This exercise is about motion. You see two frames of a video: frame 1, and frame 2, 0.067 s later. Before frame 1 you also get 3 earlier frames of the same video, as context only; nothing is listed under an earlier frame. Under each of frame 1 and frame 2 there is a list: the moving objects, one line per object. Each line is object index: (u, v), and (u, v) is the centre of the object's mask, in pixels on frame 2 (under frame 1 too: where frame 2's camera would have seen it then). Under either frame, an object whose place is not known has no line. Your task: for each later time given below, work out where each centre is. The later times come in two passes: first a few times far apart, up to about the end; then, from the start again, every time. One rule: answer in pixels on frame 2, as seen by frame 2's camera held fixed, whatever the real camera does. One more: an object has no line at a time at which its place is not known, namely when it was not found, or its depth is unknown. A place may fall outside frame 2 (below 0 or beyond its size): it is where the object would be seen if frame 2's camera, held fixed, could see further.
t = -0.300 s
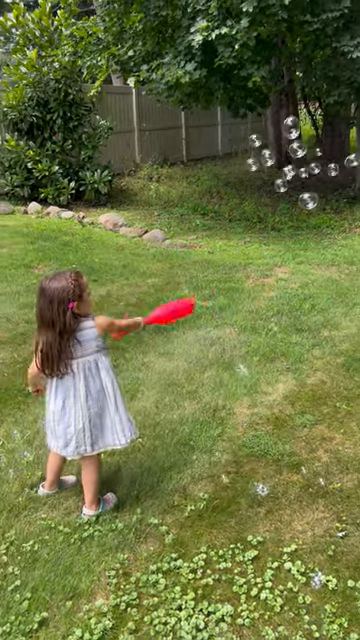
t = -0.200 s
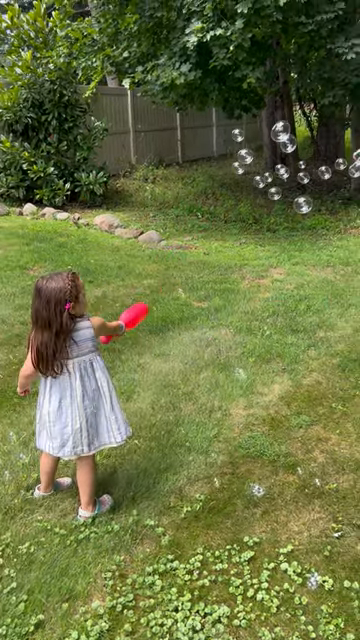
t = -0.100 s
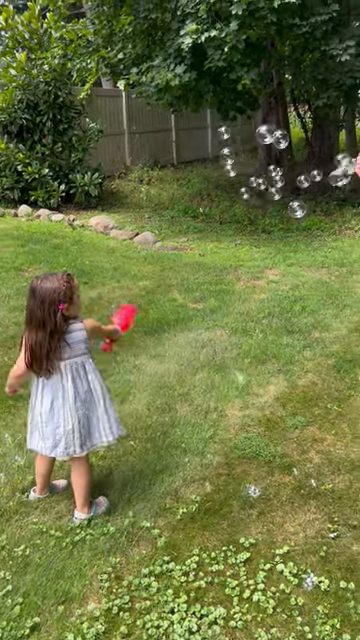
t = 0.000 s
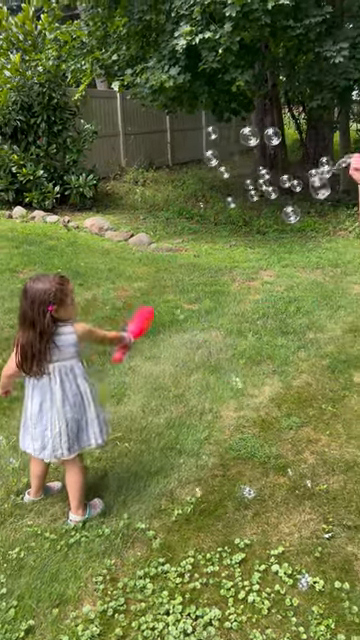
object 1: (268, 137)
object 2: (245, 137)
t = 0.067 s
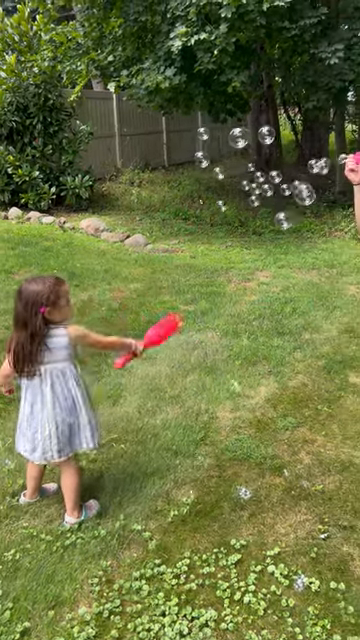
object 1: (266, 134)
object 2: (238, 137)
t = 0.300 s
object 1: (257, 132)
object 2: (216, 145)
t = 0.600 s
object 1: (243, 133)
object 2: (195, 168)
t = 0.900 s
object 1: (231, 145)
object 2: (185, 197)
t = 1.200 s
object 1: (227, 165)
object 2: (189, 206)
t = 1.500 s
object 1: (224, 194)
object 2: (186, 204)
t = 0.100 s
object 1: (265, 133)
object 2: (235, 138)
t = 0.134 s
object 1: (264, 133)
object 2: (232, 138)
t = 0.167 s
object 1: (263, 132)
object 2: (228, 139)
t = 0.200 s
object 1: (261, 132)
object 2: (225, 140)
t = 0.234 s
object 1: (260, 132)
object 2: (222, 142)
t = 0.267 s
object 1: (258, 131)
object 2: (219, 143)
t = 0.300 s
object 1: (257, 132)
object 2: (216, 145)
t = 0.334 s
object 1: (255, 132)
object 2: (213, 147)
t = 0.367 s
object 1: (254, 132)
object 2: (210, 150)
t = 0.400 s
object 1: (252, 132)
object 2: (207, 152)
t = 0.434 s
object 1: (250, 132)
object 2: (205, 154)
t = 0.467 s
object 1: (249, 132)
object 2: (203, 156)
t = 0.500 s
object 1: (247, 132)
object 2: (201, 159)
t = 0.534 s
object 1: (246, 132)
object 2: (199, 161)
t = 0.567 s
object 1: (245, 133)
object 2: (196, 164)
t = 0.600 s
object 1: (243, 133)
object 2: (195, 168)
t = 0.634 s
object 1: (242, 134)
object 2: (194, 170)
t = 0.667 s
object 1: (241, 135)
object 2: (193, 173)
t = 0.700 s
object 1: (240, 136)
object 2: (191, 177)
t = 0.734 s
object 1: (238, 137)
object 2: (190, 179)
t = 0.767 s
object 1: (237, 138)
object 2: (190, 181)
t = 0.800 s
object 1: (236, 140)
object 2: (188, 184)
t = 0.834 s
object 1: (234, 141)
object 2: (187, 188)
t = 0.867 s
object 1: (233, 143)
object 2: (186, 193)
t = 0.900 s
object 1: (231, 145)
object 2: (185, 197)
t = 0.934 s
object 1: (231, 146)
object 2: (186, 200)
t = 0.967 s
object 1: (230, 148)
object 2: (187, 203)
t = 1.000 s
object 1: (227, 150)
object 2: (188, 205)
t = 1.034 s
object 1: (227, 152)
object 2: (187, 205)
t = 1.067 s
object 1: (228, 155)
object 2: (188, 205)
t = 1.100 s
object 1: (228, 157)
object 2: (189, 206)
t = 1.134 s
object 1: (227, 160)
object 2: (189, 207)
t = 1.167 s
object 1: (227, 162)
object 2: (190, 208)
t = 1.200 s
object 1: (227, 165)
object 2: (189, 206)
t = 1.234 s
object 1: (225, 168)
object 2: (188, 206)
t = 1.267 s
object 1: (225, 172)
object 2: (189, 205)
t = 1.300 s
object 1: (224, 175)
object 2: (189, 205)
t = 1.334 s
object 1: (224, 179)
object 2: (190, 205)
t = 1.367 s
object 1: (224, 182)
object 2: (189, 204)
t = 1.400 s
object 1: (223, 185)
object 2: (189, 205)
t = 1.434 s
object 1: (223, 188)
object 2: (188, 205)
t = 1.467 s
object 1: (223, 191)
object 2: (187, 205)
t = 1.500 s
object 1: (224, 194)
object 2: (186, 204)
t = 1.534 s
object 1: (224, 197)
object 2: (185, 205)
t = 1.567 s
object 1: (226, 200)
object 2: (184, 205)
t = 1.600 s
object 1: (226, 203)
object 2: (184, 205)
